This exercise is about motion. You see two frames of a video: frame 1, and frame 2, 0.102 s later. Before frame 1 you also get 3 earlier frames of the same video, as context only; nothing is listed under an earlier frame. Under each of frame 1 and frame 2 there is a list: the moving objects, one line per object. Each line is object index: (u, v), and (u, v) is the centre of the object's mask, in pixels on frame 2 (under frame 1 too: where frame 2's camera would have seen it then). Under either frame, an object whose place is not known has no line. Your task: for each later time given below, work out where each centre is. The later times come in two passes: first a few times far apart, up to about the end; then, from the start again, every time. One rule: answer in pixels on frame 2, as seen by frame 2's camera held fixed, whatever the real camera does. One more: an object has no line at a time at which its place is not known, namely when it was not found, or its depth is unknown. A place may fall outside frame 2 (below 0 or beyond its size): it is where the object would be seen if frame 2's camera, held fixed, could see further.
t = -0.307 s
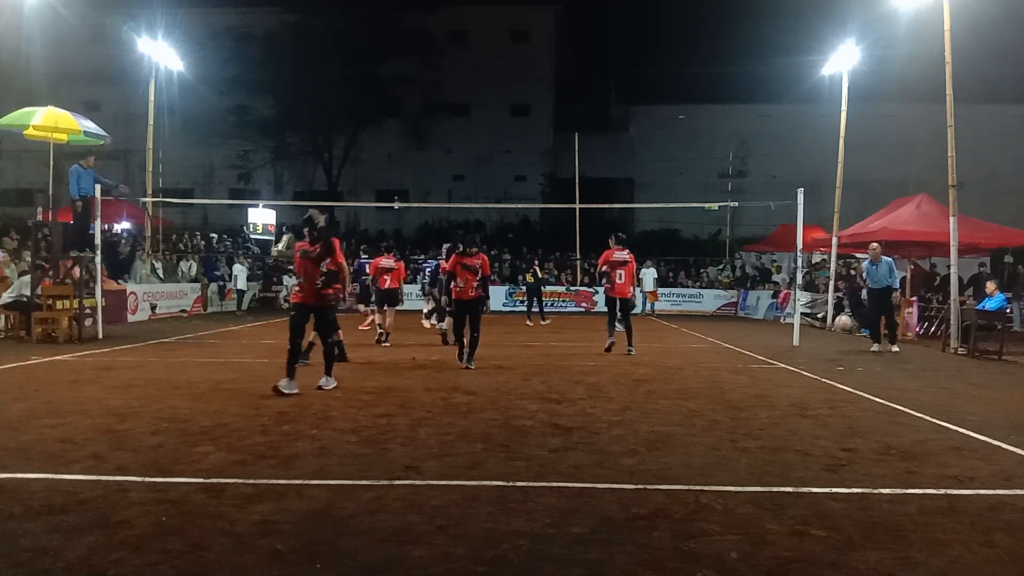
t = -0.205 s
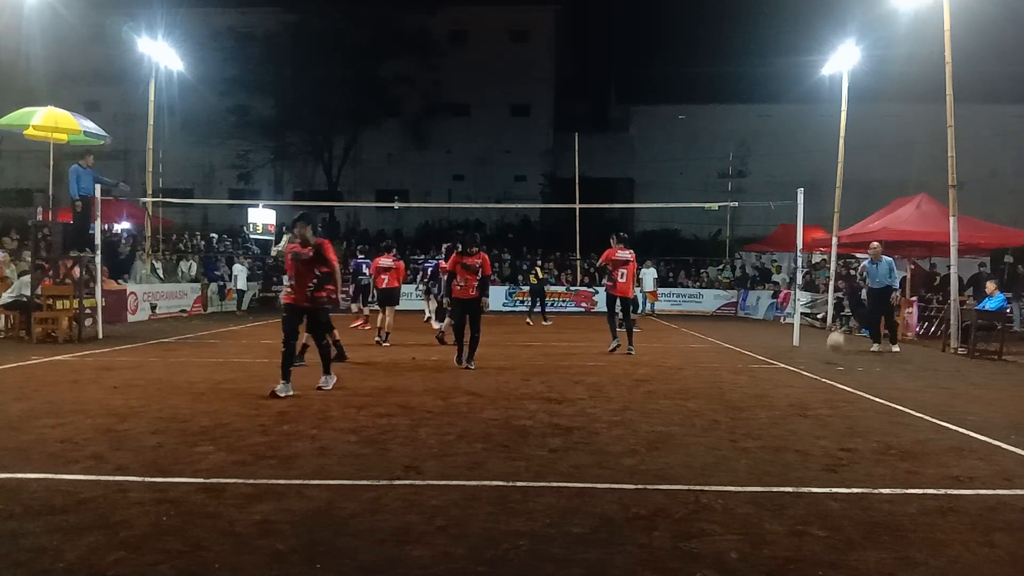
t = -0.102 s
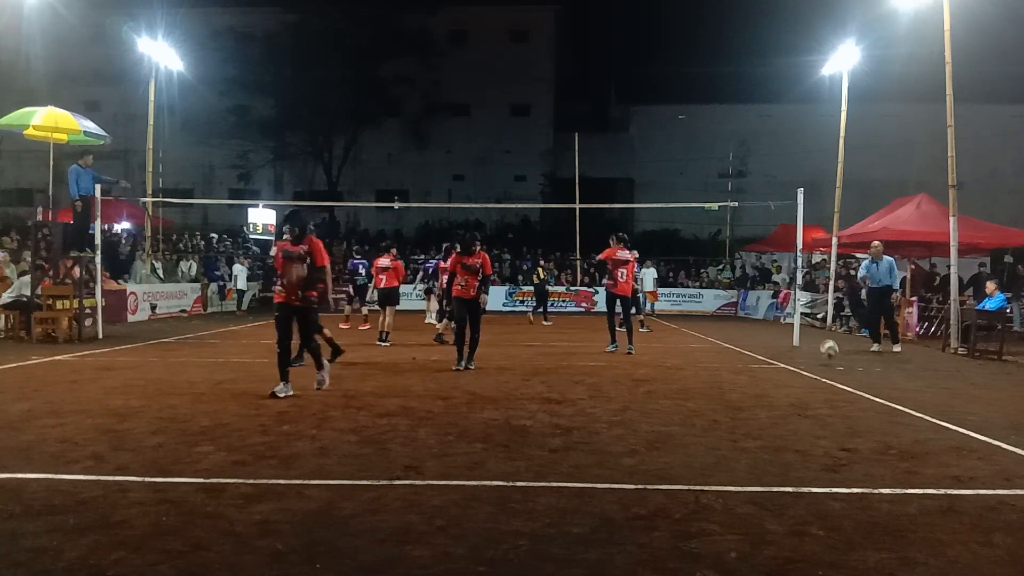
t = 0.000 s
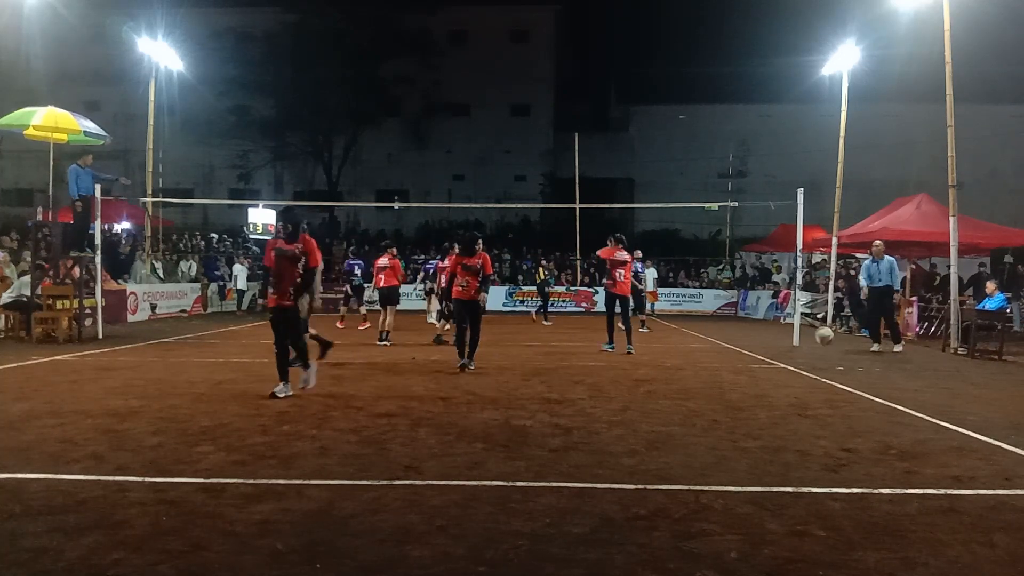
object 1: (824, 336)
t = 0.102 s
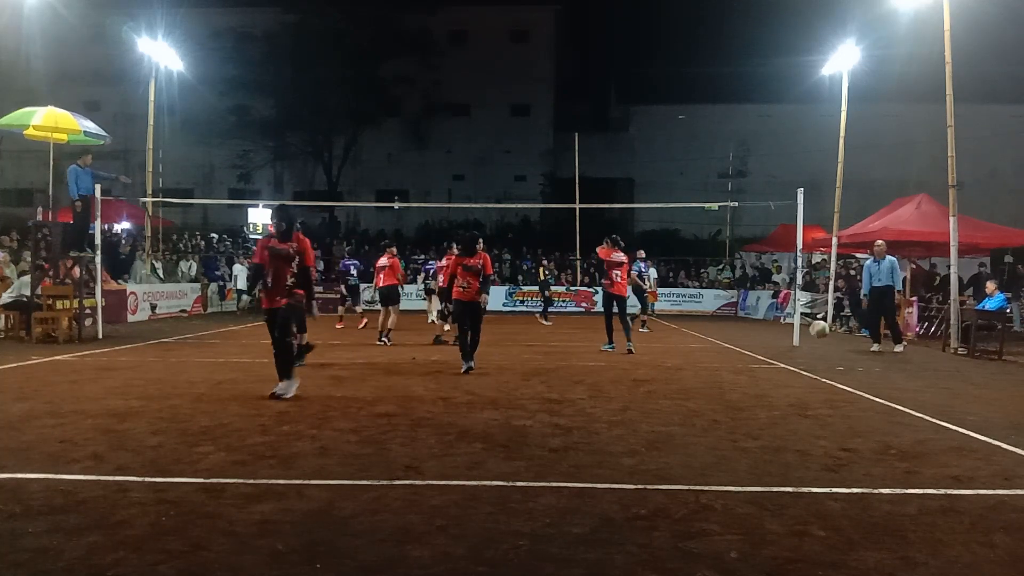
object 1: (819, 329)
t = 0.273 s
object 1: (810, 337)
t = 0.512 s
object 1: (795, 357)
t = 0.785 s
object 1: (775, 358)
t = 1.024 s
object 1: (757, 365)
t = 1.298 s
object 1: (736, 387)
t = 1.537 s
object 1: (716, 384)
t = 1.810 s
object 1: (691, 411)
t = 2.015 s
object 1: (669, 427)
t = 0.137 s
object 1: (818, 329)
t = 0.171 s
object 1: (815, 329)
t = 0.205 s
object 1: (814, 331)
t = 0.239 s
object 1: (812, 333)
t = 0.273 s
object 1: (810, 337)
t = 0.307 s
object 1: (809, 341)
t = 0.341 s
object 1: (806, 347)
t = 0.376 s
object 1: (803, 354)
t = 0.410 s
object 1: (802, 361)
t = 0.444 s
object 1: (800, 365)
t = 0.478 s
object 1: (797, 359)
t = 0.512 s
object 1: (795, 357)
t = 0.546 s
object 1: (792, 352)
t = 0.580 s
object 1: (790, 350)
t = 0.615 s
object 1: (787, 349)
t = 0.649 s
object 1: (785, 349)
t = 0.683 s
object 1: (783, 349)
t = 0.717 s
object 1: (780, 352)
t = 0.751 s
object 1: (778, 354)
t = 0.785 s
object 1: (775, 358)
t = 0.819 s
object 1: (772, 363)
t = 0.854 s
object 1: (769, 371)
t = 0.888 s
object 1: (766, 380)
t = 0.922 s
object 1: (764, 378)
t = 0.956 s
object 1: (762, 372)
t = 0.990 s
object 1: (759, 367)
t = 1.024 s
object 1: (757, 365)
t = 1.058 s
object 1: (755, 363)
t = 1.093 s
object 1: (752, 362)
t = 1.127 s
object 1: (750, 363)
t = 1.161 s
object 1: (747, 365)
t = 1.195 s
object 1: (745, 368)
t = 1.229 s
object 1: (742, 372)
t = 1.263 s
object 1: (739, 379)
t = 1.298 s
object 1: (736, 387)
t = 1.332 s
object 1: (733, 397)
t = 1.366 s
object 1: (730, 395)
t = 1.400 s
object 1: (727, 389)
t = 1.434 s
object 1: (725, 386)
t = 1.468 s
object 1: (722, 384)
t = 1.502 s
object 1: (719, 383)
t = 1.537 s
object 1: (716, 384)
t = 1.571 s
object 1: (714, 387)
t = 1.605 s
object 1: (711, 390)
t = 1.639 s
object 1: (707, 395)
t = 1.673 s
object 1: (705, 404)
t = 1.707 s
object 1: (700, 412)
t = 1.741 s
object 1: (697, 419)
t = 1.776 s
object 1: (694, 415)
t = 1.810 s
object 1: (691, 411)
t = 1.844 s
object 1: (687, 410)
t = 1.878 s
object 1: (684, 410)
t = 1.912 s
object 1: (680, 411)
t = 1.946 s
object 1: (676, 414)
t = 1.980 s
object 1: (672, 419)
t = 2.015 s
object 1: (669, 427)
